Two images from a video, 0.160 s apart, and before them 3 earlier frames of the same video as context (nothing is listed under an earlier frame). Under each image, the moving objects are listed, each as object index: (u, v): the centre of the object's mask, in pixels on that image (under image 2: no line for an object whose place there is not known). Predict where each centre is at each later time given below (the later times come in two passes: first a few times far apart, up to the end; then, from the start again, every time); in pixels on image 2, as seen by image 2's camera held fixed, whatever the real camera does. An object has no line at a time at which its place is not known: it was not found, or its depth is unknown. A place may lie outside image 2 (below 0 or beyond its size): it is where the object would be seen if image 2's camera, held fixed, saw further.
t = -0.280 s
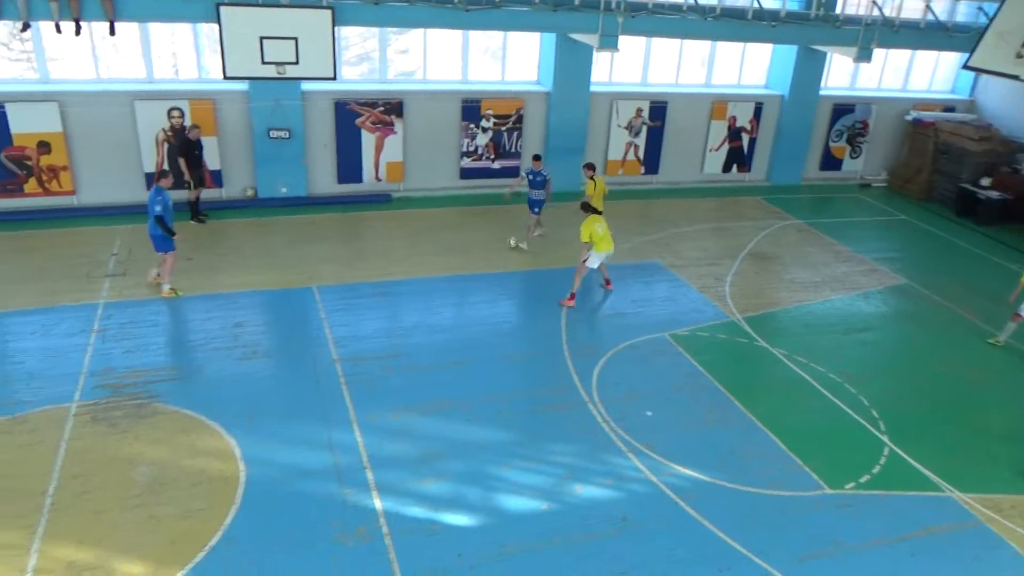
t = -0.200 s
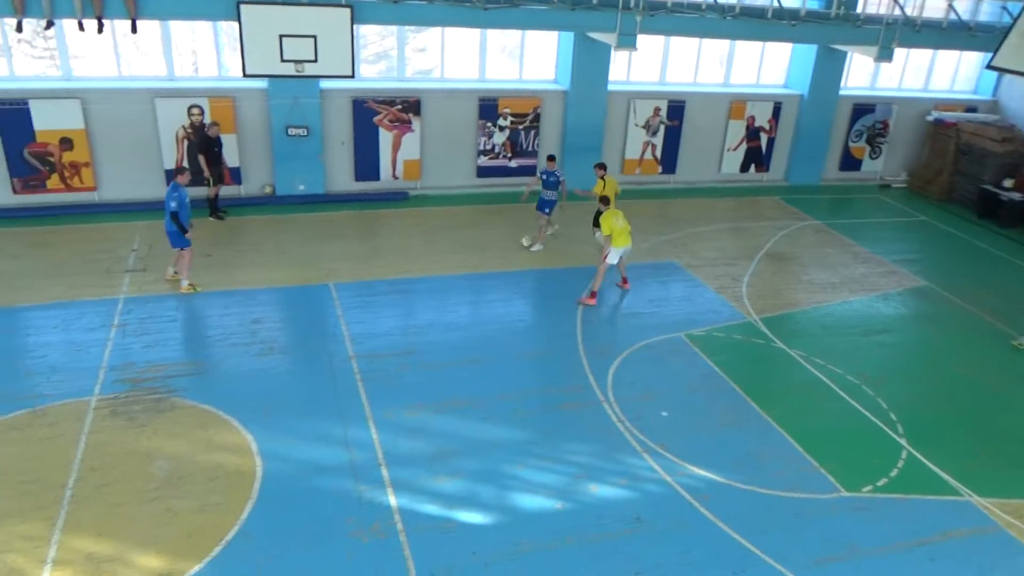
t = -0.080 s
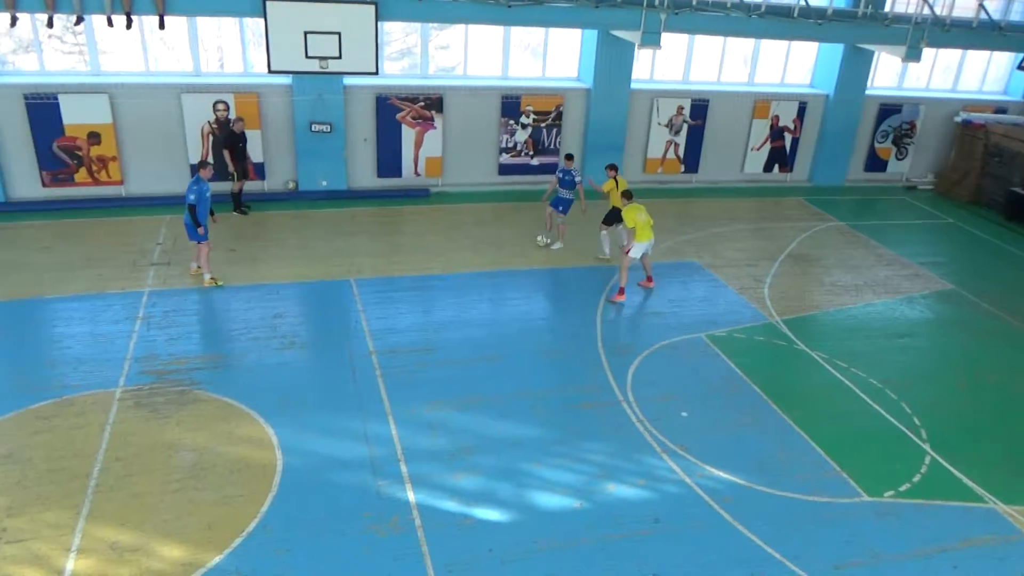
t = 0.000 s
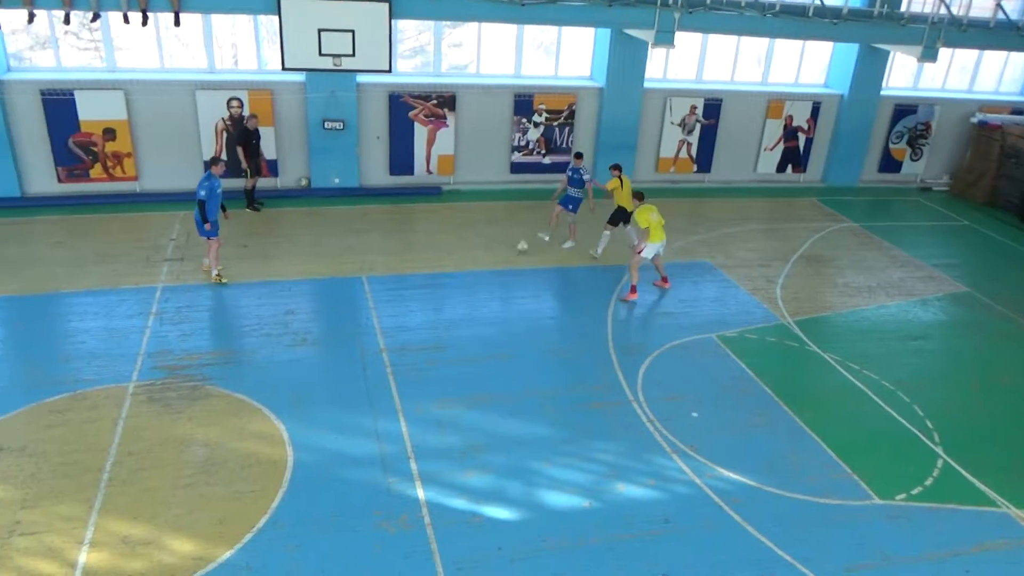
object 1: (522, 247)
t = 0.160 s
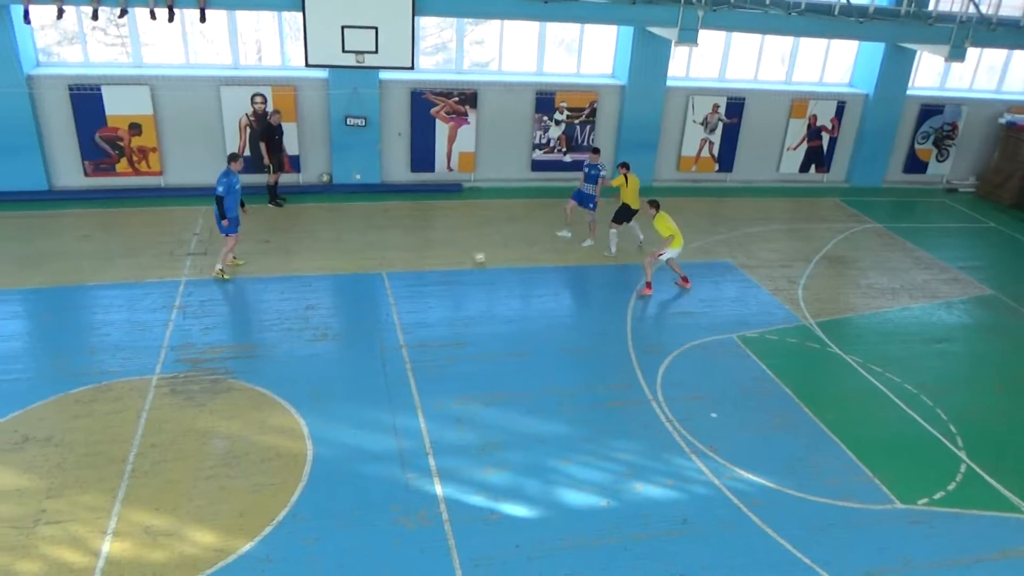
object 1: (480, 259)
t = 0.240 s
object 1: (448, 264)
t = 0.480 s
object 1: (356, 283)
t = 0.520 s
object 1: (341, 286)
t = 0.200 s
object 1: (465, 262)
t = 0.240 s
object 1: (448, 264)
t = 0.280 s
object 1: (432, 268)
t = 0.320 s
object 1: (416, 273)
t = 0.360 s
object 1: (402, 276)
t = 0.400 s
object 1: (387, 279)
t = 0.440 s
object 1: (371, 280)
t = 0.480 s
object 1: (356, 283)
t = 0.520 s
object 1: (341, 286)
